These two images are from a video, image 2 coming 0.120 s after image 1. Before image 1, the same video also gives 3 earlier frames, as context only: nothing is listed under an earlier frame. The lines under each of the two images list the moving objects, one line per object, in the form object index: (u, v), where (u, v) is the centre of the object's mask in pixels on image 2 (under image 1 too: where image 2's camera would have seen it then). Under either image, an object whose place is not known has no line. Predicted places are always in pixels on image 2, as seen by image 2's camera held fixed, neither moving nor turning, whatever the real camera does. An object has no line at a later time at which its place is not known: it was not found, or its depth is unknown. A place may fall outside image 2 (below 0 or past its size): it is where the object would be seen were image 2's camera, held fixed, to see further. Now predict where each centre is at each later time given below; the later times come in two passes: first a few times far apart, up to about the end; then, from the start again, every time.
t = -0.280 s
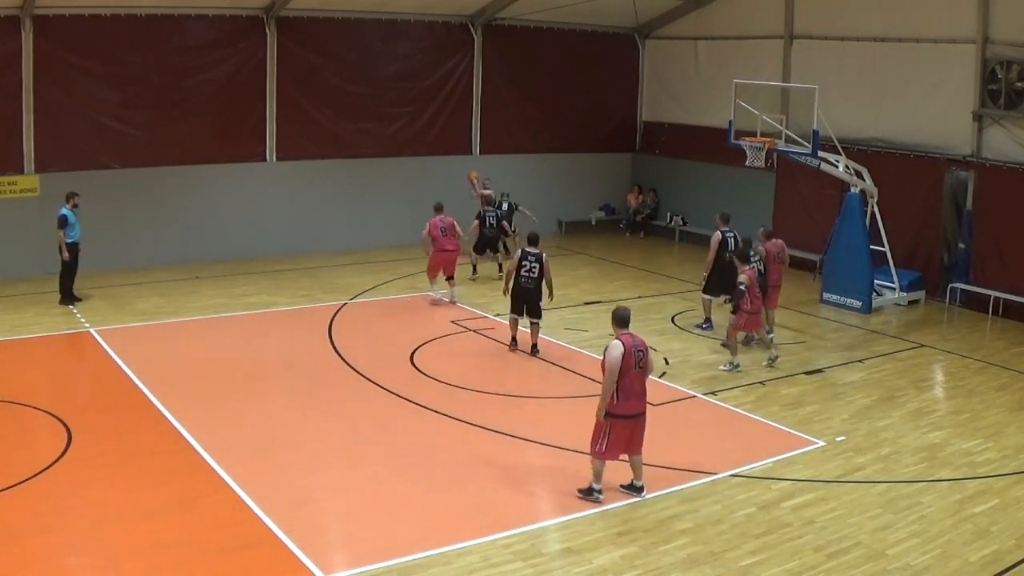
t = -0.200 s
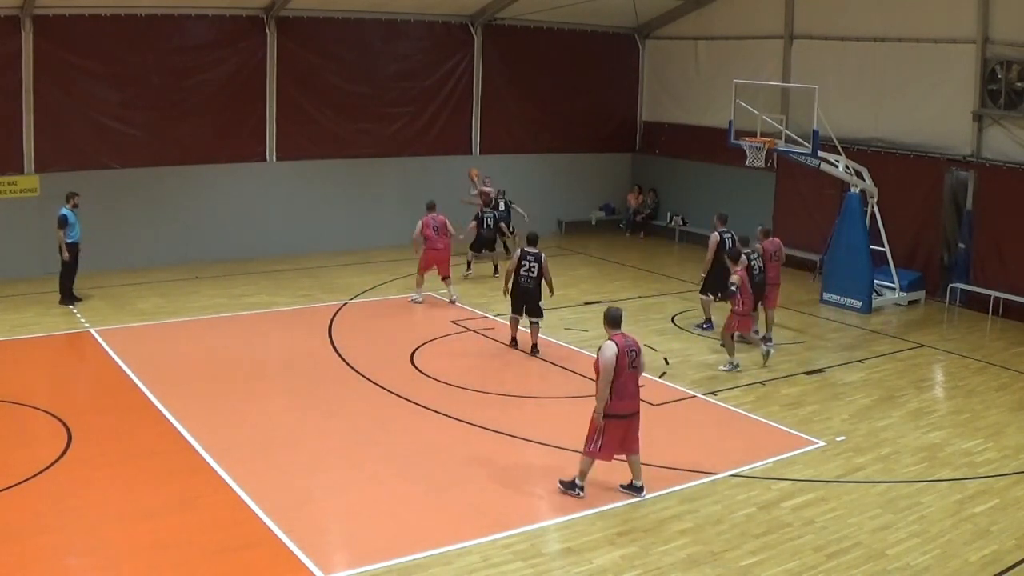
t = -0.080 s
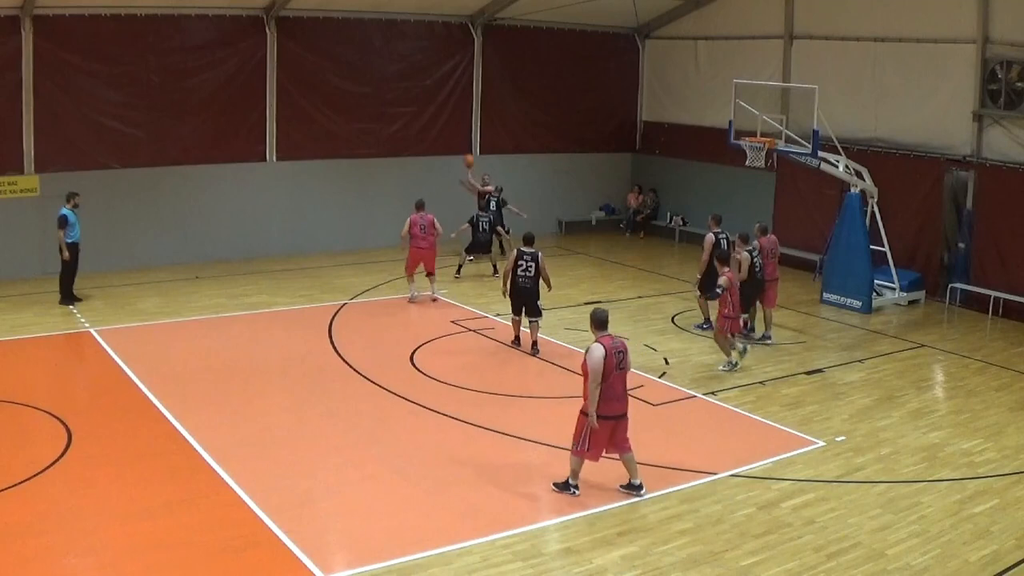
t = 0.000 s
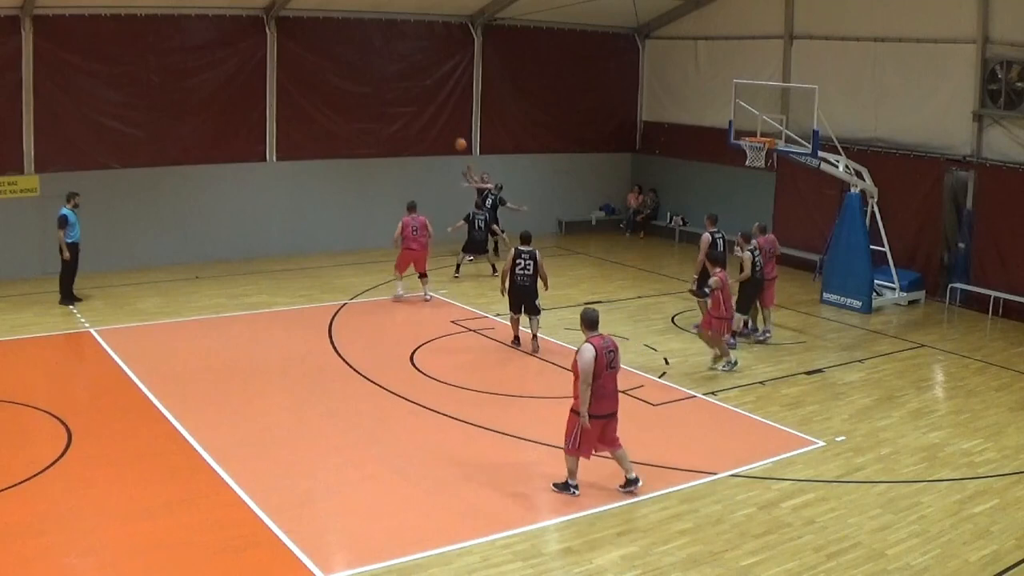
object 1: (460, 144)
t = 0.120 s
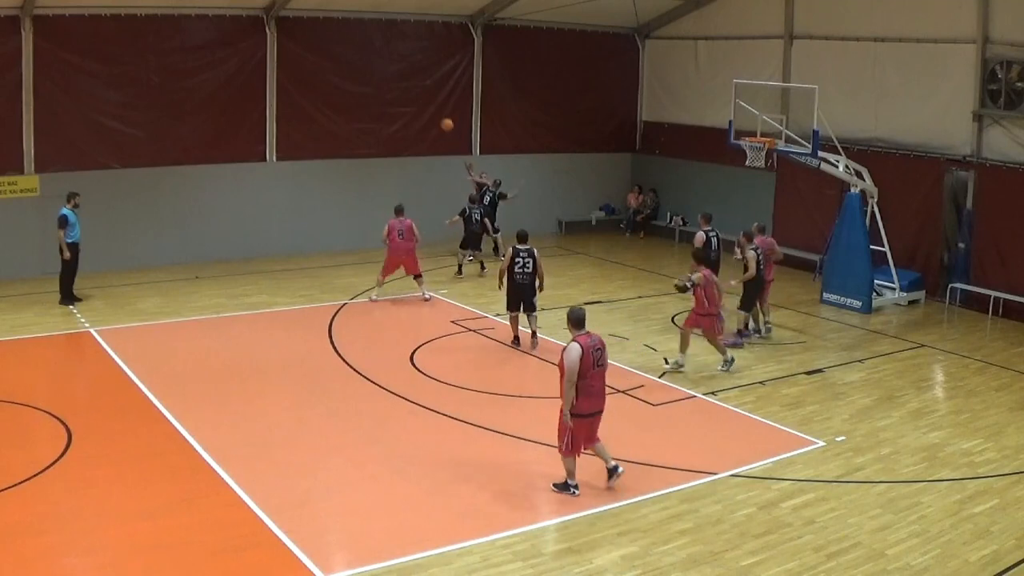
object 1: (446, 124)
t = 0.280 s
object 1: (426, 107)
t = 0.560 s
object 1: (387, 106)
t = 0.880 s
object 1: (333, 160)
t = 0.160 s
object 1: (442, 119)
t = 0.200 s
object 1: (437, 115)
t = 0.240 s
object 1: (432, 110)
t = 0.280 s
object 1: (426, 107)
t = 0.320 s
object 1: (421, 105)
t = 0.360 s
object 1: (416, 103)
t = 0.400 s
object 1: (410, 102)
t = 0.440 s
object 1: (405, 102)
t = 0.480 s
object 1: (399, 102)
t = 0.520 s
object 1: (393, 104)
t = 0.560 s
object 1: (387, 106)
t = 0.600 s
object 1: (380, 109)
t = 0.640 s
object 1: (374, 113)
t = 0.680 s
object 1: (368, 119)
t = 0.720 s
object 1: (361, 125)
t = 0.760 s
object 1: (354, 132)
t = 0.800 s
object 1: (347, 140)
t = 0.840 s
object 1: (339, 150)
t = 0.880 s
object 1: (333, 160)
